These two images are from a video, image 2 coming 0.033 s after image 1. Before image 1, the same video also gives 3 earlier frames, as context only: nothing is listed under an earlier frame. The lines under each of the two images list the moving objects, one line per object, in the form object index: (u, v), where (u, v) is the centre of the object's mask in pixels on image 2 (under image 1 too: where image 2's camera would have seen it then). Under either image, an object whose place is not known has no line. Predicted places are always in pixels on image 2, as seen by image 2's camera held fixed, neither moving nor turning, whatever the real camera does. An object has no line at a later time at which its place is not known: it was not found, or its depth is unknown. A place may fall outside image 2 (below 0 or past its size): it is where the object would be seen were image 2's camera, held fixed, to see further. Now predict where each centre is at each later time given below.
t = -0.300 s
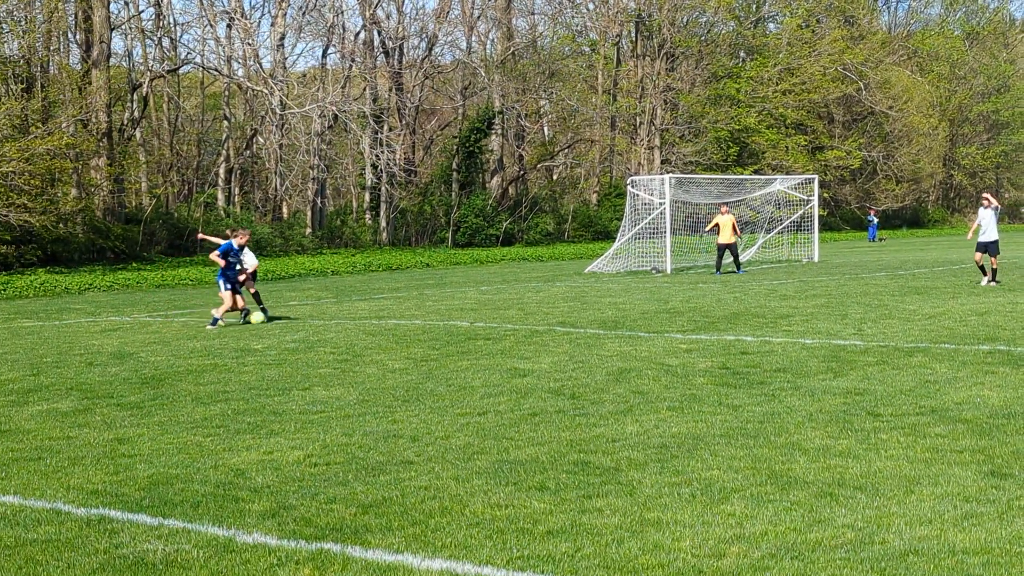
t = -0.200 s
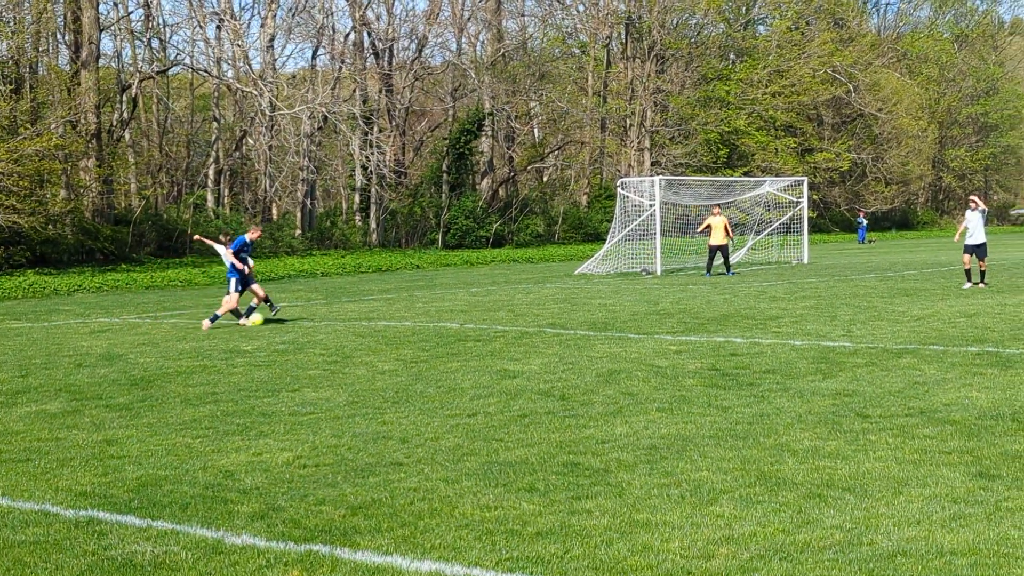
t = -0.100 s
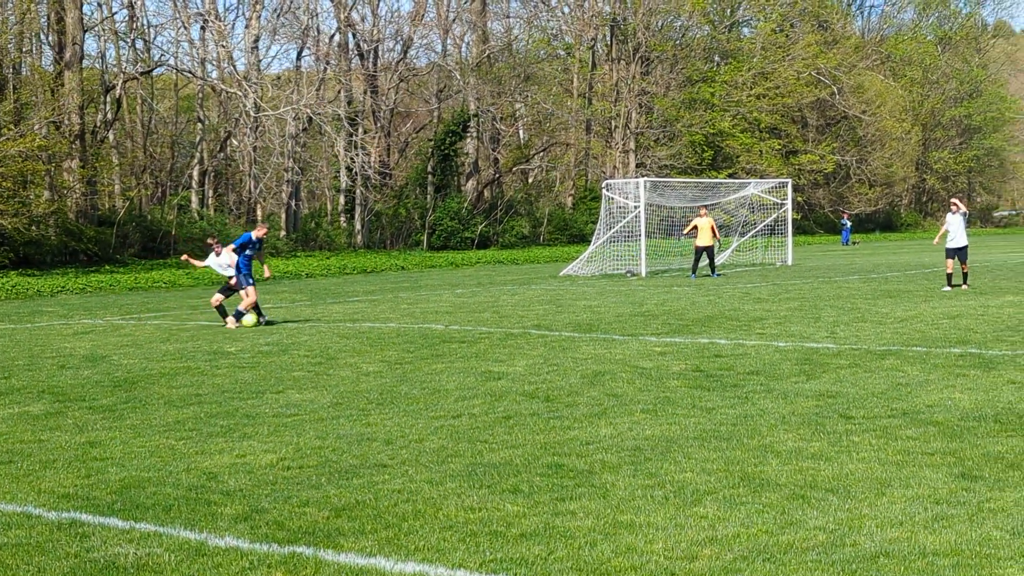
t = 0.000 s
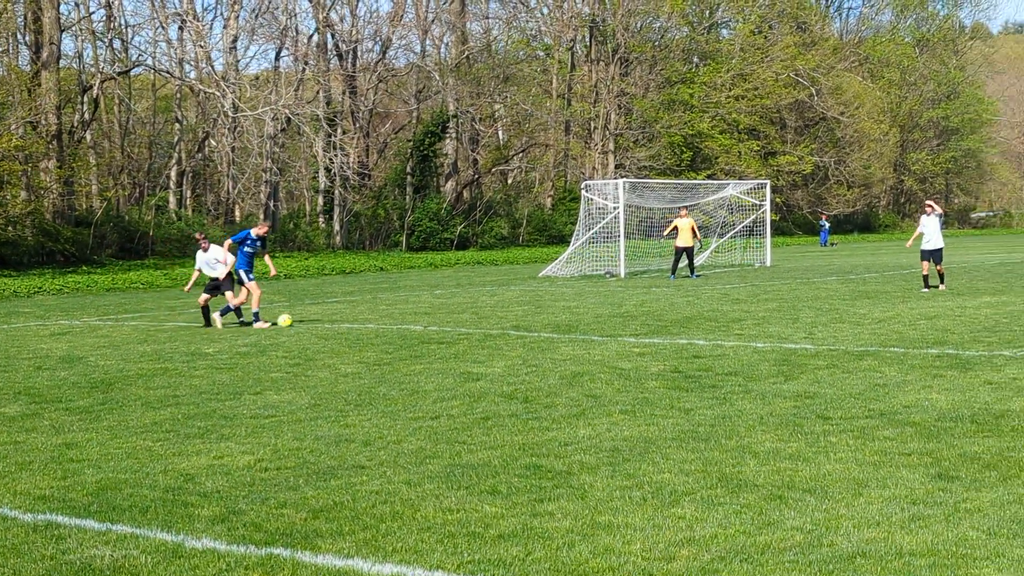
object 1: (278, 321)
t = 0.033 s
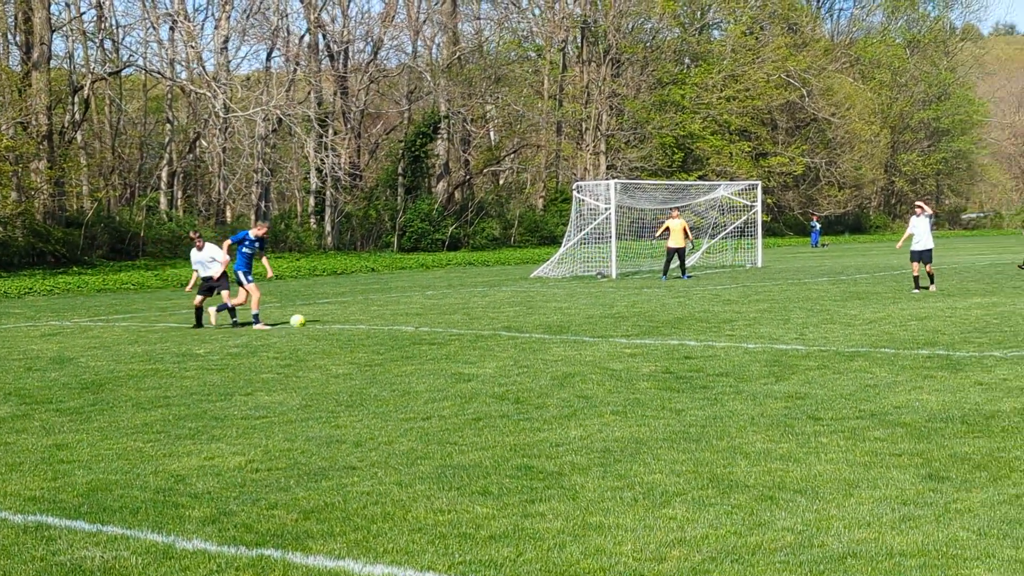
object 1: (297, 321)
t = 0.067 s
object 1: (316, 320)
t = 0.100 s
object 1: (334, 320)
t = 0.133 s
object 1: (351, 318)
